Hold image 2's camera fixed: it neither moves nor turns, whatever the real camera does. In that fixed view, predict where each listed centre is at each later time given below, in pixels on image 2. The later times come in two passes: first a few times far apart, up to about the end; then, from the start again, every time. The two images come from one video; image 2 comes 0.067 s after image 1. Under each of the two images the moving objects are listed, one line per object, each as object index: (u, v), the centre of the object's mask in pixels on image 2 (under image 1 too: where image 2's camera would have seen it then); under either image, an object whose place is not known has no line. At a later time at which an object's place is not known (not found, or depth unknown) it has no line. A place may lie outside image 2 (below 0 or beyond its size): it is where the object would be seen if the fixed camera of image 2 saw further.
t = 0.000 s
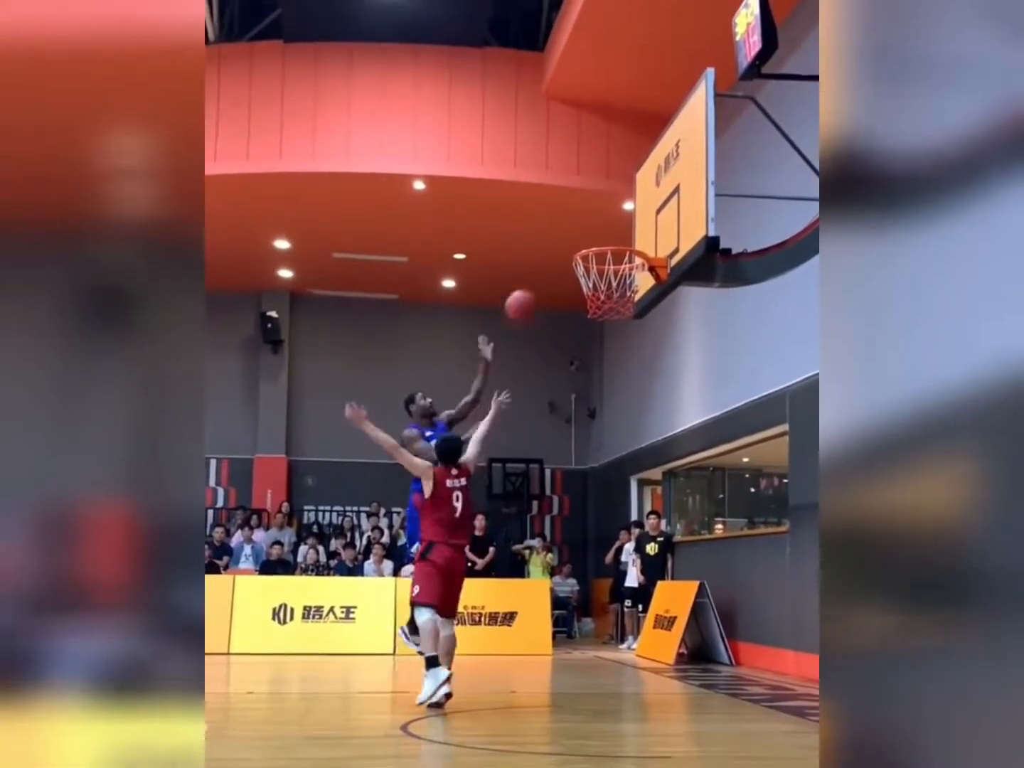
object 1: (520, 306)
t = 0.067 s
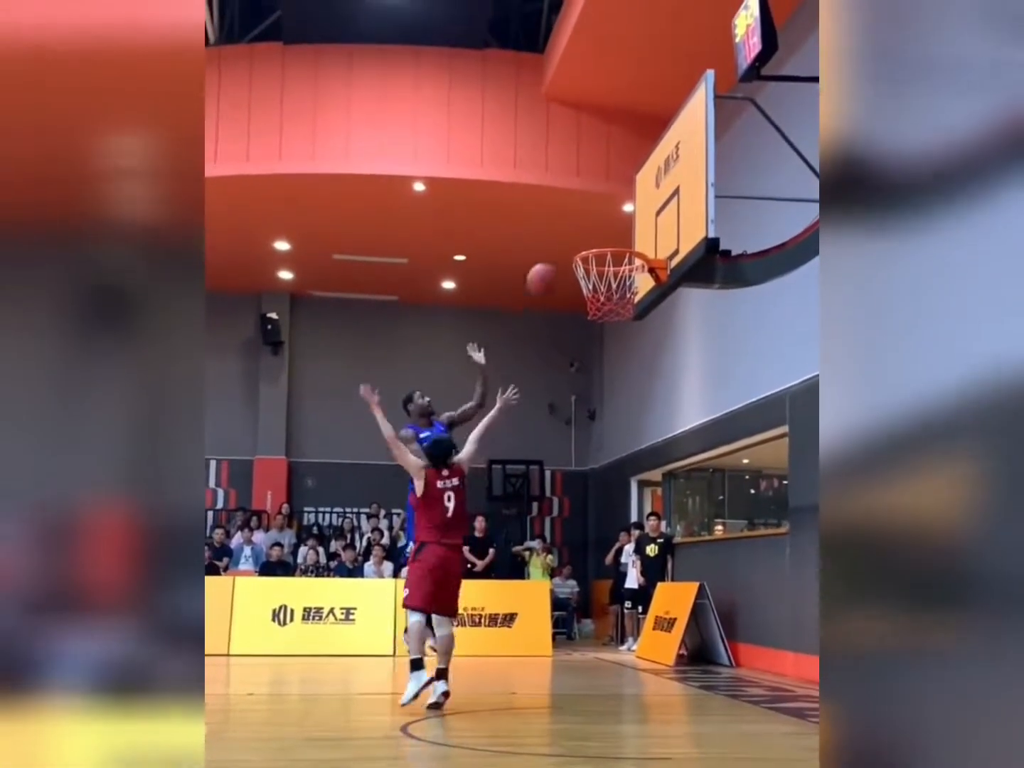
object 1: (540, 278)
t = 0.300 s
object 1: (624, 223)
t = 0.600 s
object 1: (600, 243)
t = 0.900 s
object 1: (601, 329)
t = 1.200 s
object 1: (575, 517)
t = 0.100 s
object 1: (554, 268)
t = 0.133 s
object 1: (561, 255)
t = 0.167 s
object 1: (573, 243)
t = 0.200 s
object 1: (586, 238)
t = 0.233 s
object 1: (599, 233)
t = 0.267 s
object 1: (611, 227)
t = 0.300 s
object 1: (624, 223)
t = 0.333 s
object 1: (636, 221)
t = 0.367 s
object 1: (635, 219)
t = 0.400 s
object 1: (628, 220)
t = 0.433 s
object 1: (622, 222)
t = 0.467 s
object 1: (616, 227)
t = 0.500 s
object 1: (611, 231)
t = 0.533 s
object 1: (602, 236)
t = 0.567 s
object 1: (594, 241)
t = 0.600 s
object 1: (600, 243)
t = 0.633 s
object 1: (611, 258)
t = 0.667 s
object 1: (617, 266)
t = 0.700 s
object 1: (620, 274)
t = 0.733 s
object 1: (615, 276)
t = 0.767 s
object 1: (613, 282)
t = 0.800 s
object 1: (609, 291)
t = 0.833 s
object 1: (606, 306)
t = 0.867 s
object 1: (602, 317)
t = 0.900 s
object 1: (601, 329)
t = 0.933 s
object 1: (598, 343)
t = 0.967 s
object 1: (596, 359)
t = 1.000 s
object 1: (593, 376)
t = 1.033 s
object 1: (590, 395)
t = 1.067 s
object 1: (587, 416)
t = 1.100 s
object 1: (584, 438)
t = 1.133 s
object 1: (581, 463)
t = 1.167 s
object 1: (578, 489)
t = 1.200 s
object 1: (575, 517)
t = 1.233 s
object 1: (573, 547)
